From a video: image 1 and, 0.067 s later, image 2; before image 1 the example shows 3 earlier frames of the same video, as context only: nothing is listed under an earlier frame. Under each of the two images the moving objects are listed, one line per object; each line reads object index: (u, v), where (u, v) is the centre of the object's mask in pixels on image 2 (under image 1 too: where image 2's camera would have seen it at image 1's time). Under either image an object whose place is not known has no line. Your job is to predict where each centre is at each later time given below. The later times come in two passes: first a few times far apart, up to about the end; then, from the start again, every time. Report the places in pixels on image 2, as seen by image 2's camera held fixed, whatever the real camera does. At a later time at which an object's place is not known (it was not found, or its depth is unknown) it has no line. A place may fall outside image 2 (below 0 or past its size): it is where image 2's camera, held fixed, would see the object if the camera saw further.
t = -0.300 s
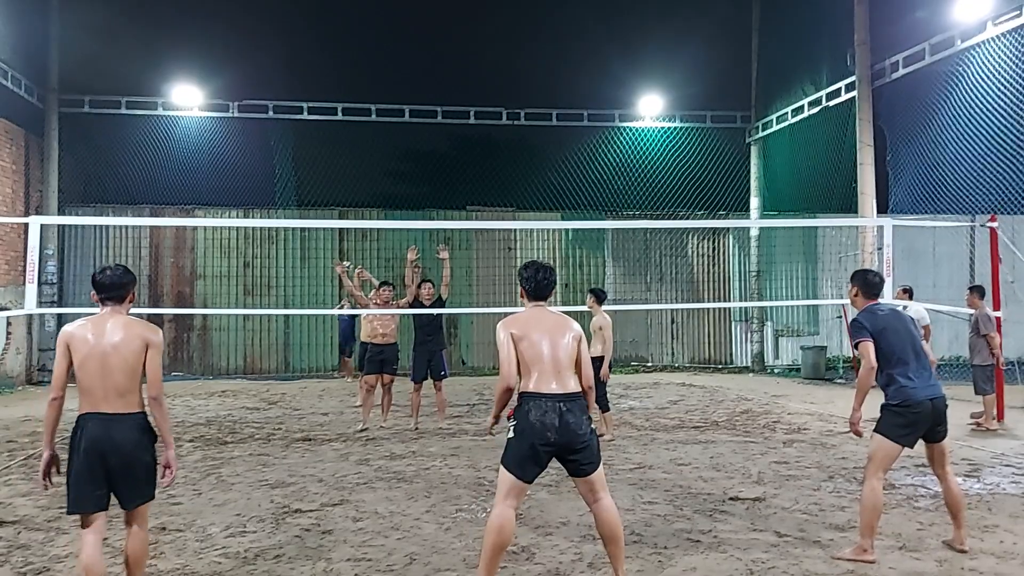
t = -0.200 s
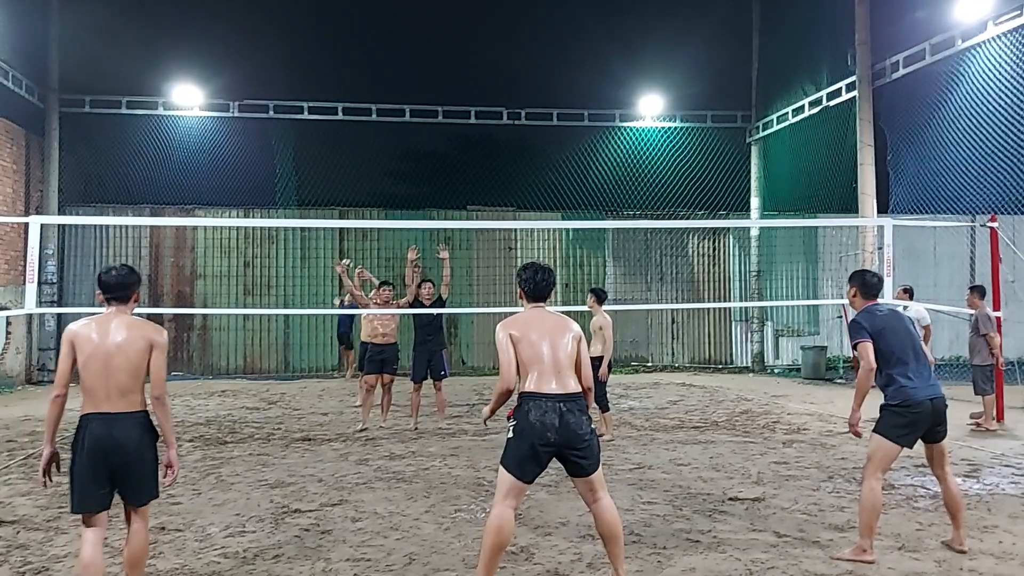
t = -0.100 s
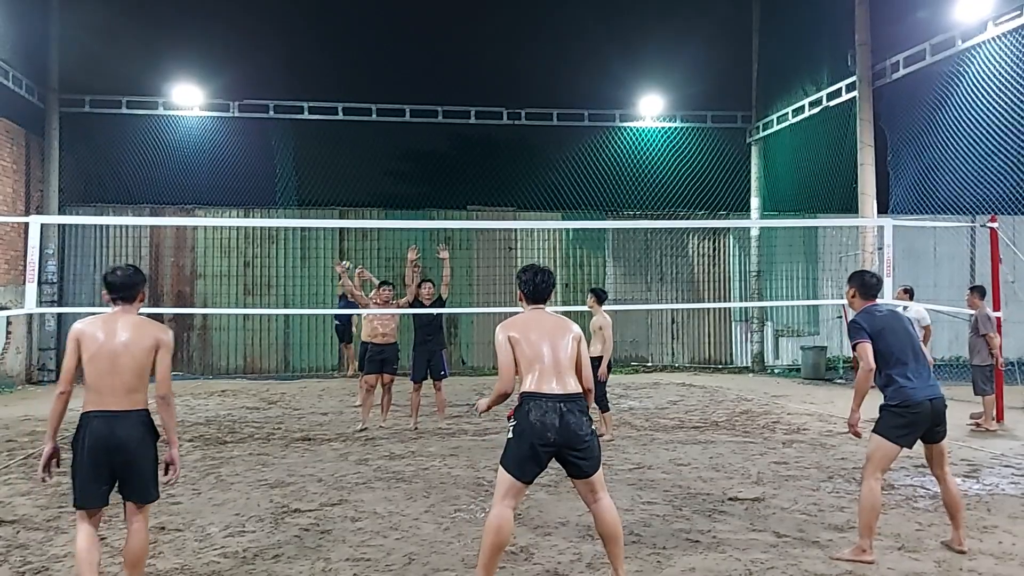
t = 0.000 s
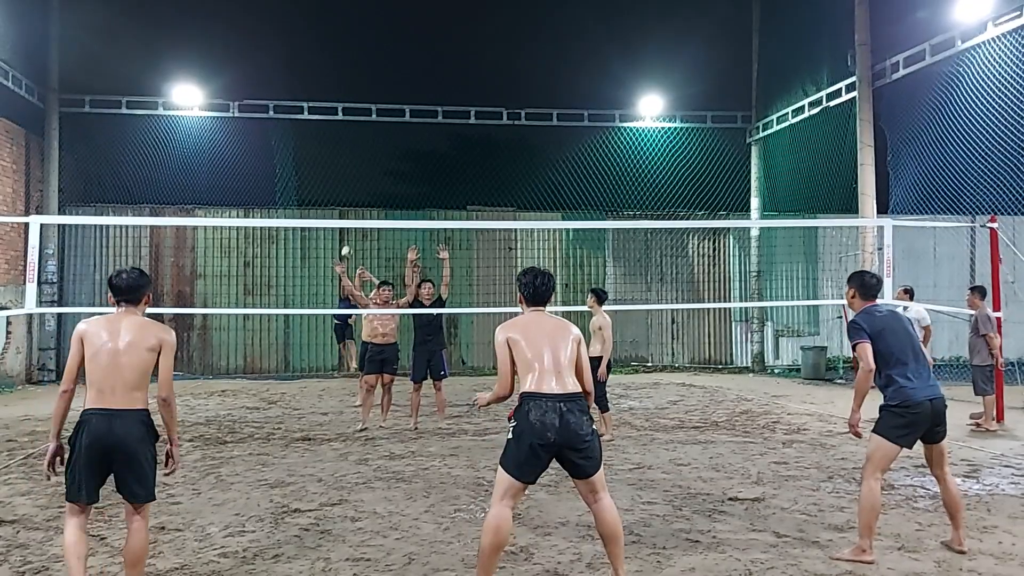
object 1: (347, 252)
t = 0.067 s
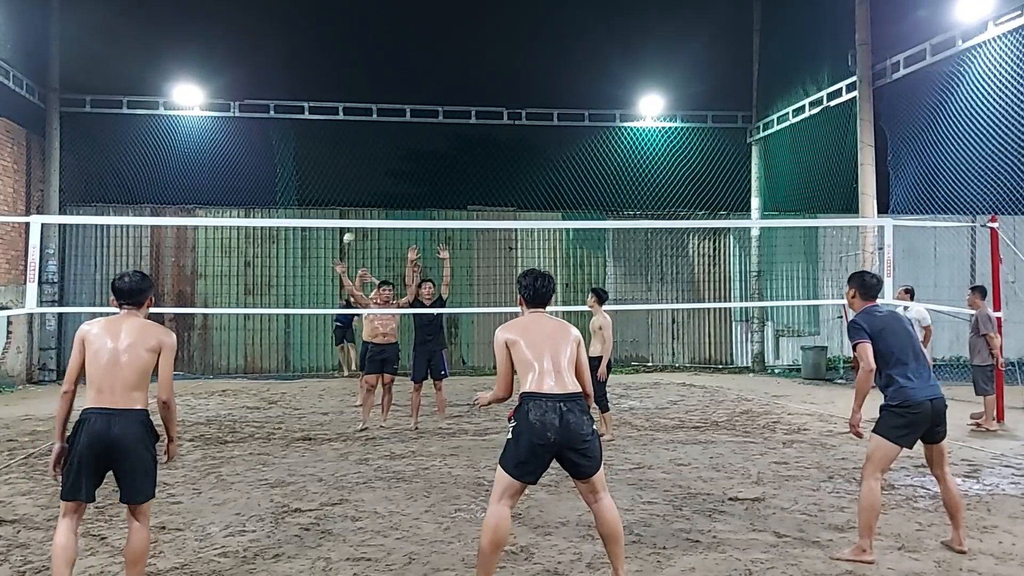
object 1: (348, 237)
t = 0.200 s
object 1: (352, 215)
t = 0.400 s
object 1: (355, 195)
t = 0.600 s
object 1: (358, 201)
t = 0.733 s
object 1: (359, 234)
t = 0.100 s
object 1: (350, 234)
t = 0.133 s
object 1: (351, 230)
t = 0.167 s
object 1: (351, 217)
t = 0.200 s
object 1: (352, 215)
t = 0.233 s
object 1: (352, 212)
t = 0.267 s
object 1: (353, 208)
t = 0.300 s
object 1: (353, 204)
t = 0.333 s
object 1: (354, 201)
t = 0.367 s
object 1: (355, 198)
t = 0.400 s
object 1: (355, 195)
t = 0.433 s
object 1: (355, 194)
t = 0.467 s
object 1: (356, 193)
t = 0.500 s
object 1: (356, 194)
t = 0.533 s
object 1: (357, 195)
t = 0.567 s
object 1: (357, 197)
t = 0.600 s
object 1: (358, 201)
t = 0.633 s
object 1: (358, 206)
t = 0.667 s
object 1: (358, 212)
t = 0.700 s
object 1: (358, 223)
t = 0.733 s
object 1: (359, 234)
